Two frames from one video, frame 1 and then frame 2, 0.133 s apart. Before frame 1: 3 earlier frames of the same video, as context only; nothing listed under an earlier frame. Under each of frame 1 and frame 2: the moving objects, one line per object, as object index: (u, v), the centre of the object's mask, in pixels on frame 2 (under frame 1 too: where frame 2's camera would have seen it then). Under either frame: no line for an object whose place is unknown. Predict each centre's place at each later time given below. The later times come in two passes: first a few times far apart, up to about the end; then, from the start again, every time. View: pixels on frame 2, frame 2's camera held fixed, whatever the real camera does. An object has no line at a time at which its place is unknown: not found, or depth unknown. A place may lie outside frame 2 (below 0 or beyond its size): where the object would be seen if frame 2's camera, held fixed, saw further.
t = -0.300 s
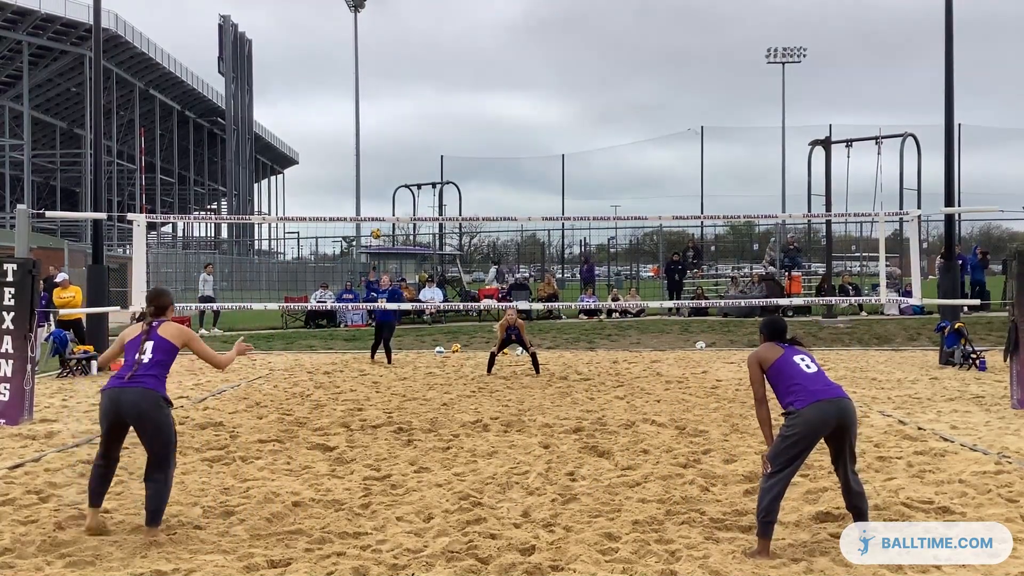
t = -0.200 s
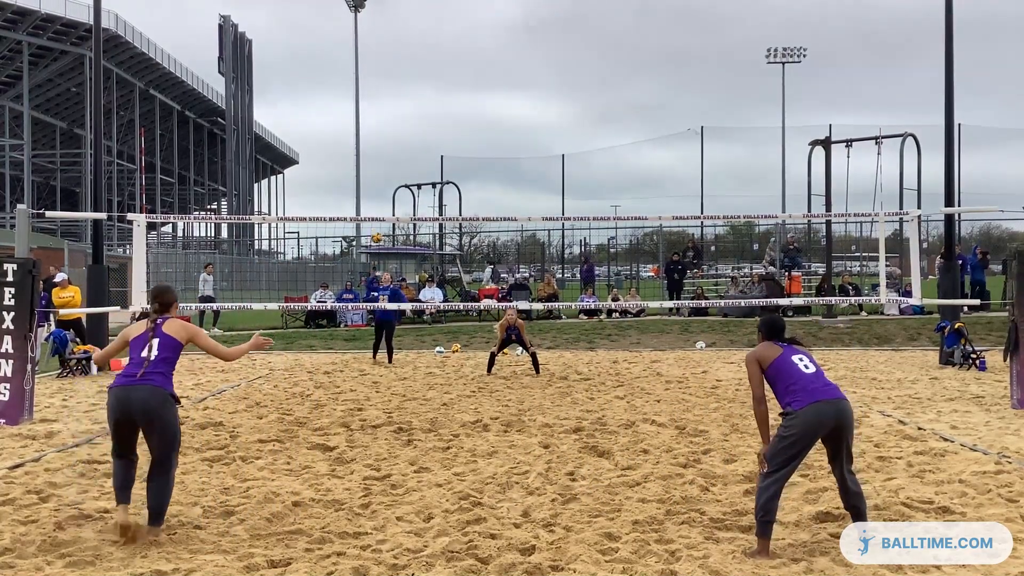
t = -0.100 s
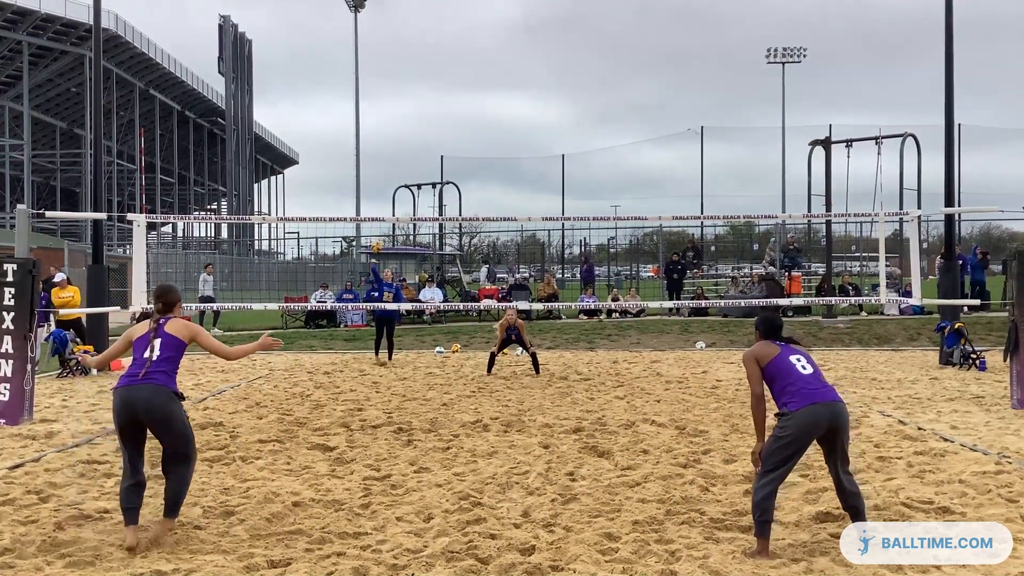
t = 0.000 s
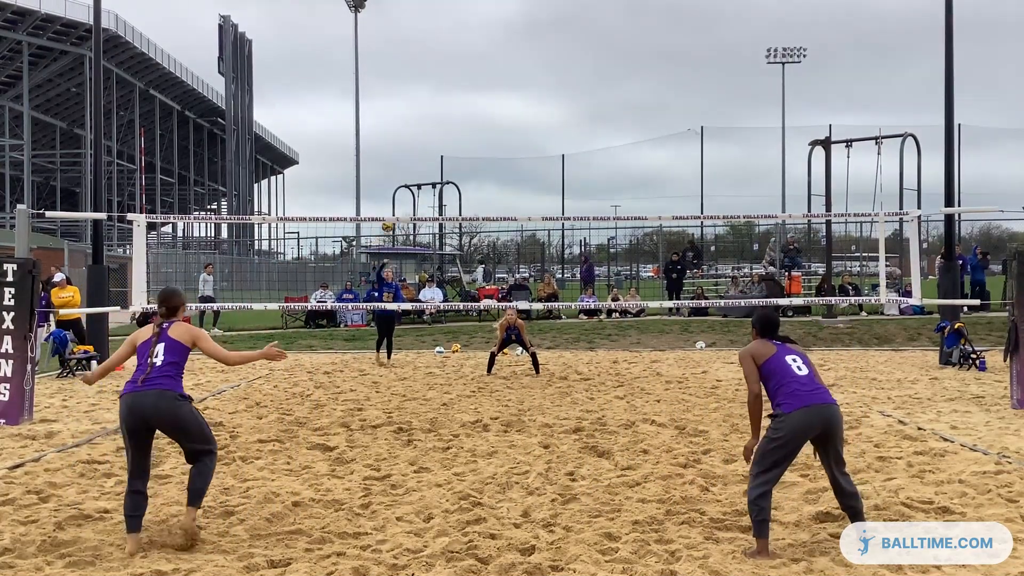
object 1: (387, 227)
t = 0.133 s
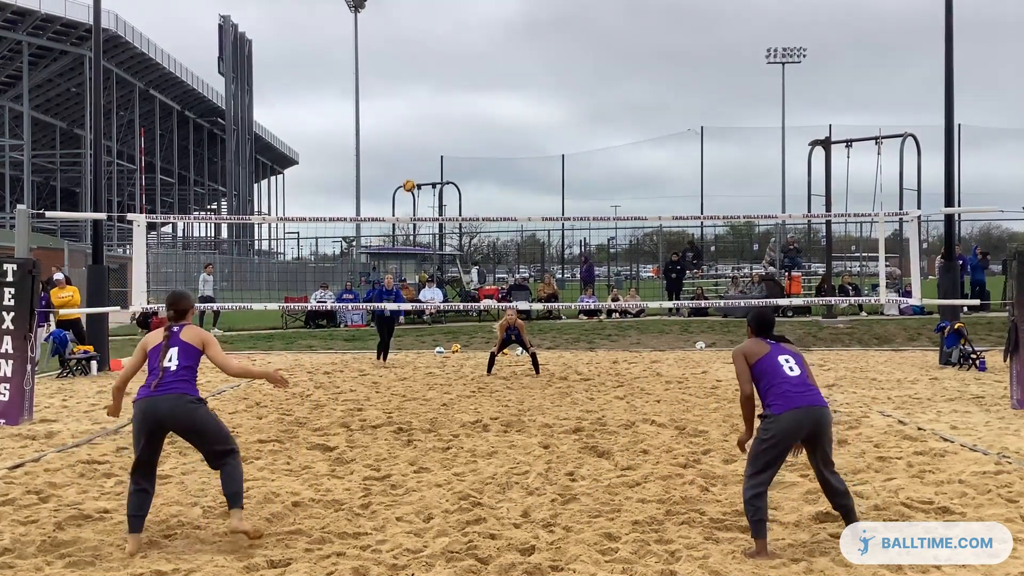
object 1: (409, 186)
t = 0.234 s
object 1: (428, 159)
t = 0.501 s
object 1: (490, 113)
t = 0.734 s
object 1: (567, 115)
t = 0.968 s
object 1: (684, 192)
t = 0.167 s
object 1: (415, 177)
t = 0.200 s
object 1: (422, 168)
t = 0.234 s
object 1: (428, 159)
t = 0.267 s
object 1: (436, 151)
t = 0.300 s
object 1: (443, 144)
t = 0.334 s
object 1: (450, 137)
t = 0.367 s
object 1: (458, 131)
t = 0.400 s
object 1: (466, 125)
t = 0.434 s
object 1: (474, 120)
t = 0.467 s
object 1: (482, 116)
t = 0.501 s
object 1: (490, 113)
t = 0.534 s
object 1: (499, 110)
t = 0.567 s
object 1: (509, 108)
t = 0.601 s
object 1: (519, 108)
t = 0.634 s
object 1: (530, 108)
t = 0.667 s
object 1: (541, 109)
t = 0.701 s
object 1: (554, 112)
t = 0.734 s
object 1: (567, 115)
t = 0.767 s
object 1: (580, 120)
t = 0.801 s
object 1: (595, 127)
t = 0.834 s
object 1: (611, 136)
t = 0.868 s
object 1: (628, 147)
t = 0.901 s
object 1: (645, 159)
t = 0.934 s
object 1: (664, 174)
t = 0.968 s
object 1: (684, 192)
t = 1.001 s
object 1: (705, 212)
